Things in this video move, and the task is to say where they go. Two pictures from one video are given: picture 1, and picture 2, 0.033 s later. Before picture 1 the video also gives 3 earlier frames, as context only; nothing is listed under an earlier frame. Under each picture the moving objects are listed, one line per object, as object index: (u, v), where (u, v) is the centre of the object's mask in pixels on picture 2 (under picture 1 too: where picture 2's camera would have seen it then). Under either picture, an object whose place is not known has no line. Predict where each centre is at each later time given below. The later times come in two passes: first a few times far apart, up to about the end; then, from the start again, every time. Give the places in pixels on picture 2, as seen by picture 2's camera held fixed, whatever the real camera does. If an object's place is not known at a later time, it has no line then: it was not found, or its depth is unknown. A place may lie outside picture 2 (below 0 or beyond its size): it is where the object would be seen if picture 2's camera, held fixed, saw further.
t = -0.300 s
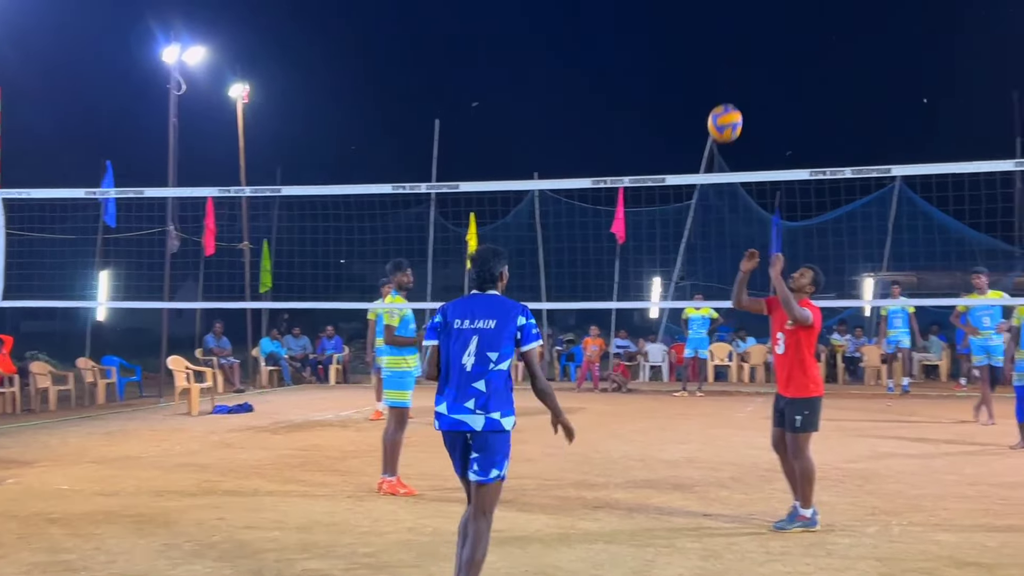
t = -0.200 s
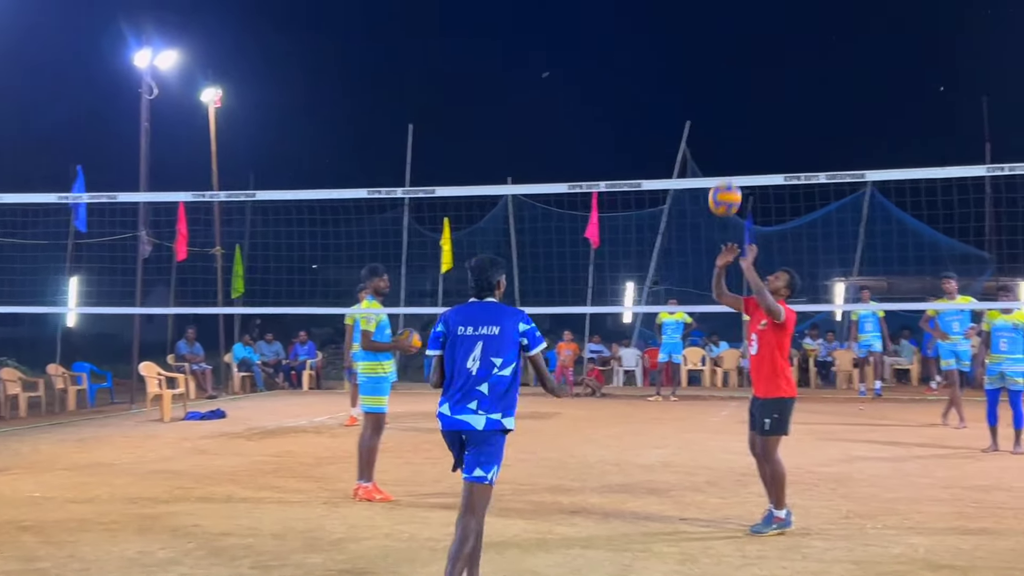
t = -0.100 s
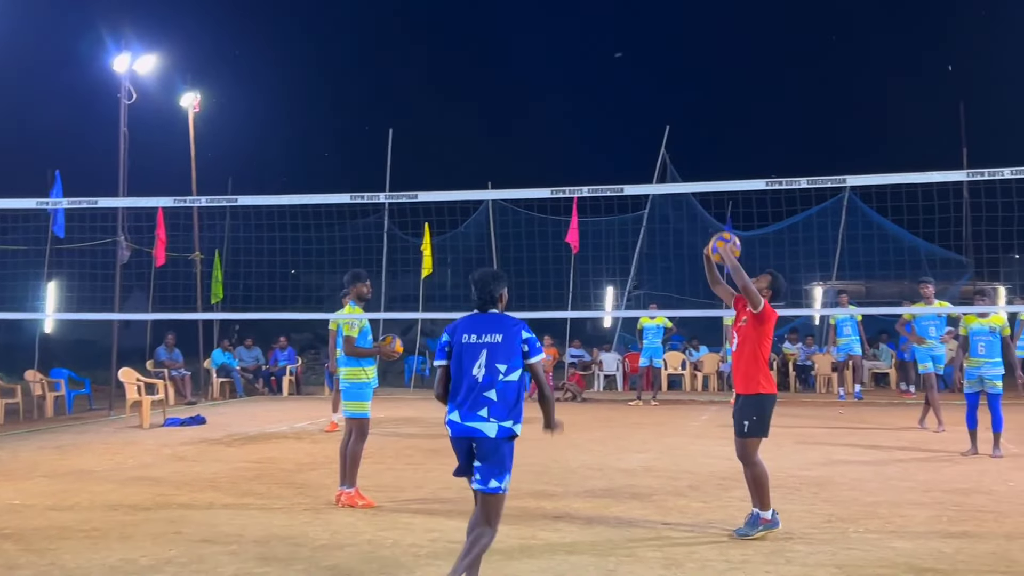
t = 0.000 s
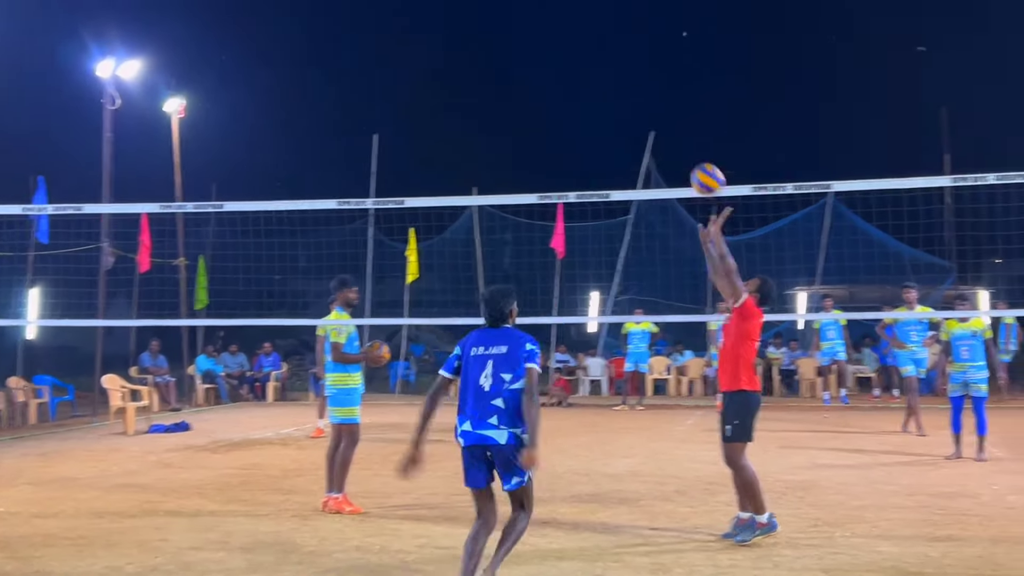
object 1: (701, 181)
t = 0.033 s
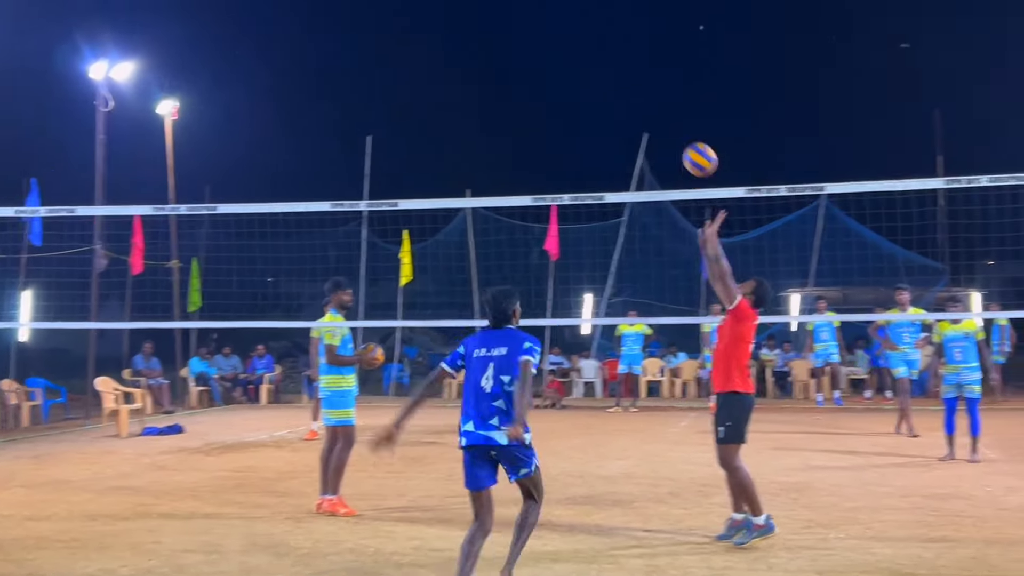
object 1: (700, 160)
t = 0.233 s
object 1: (689, 55)
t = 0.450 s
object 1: (675, 8)
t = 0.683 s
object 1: (659, 32)
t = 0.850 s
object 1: (647, 96)
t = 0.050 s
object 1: (699, 149)
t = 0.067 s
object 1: (698, 138)
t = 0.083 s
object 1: (697, 128)
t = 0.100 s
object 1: (696, 118)
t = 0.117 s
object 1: (696, 109)
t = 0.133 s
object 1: (695, 100)
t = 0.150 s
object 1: (694, 91)
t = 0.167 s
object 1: (693, 83)
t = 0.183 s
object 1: (692, 76)
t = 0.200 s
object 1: (691, 68)
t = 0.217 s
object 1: (689, 61)
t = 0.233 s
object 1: (689, 55)
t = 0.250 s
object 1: (688, 49)
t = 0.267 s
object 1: (686, 43)
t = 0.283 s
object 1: (685, 38)
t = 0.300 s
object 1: (684, 33)
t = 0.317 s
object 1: (683, 29)
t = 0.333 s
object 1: (682, 25)
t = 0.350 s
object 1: (681, 21)
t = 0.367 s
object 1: (680, 18)
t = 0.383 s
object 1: (679, 15)
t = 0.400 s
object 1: (678, 13)
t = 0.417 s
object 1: (677, 11)
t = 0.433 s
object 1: (676, 9)
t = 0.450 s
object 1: (675, 8)
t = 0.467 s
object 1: (674, 7)
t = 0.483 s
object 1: (672, 7)
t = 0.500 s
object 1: (671, 7)
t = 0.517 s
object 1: (670, 7)
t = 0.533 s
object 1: (669, 8)
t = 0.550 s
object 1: (668, 9)
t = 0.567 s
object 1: (667, 10)
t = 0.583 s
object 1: (666, 12)
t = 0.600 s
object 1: (665, 15)
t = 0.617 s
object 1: (663, 17)
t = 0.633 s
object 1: (662, 21)
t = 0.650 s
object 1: (661, 24)
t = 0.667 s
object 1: (660, 28)
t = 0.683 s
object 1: (659, 32)
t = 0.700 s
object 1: (658, 37)
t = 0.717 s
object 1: (656, 42)
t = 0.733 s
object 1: (655, 48)
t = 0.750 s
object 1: (654, 53)
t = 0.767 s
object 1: (653, 59)
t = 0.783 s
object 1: (652, 66)
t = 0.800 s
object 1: (650, 73)
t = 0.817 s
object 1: (649, 80)
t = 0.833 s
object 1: (648, 88)
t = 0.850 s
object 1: (647, 96)
